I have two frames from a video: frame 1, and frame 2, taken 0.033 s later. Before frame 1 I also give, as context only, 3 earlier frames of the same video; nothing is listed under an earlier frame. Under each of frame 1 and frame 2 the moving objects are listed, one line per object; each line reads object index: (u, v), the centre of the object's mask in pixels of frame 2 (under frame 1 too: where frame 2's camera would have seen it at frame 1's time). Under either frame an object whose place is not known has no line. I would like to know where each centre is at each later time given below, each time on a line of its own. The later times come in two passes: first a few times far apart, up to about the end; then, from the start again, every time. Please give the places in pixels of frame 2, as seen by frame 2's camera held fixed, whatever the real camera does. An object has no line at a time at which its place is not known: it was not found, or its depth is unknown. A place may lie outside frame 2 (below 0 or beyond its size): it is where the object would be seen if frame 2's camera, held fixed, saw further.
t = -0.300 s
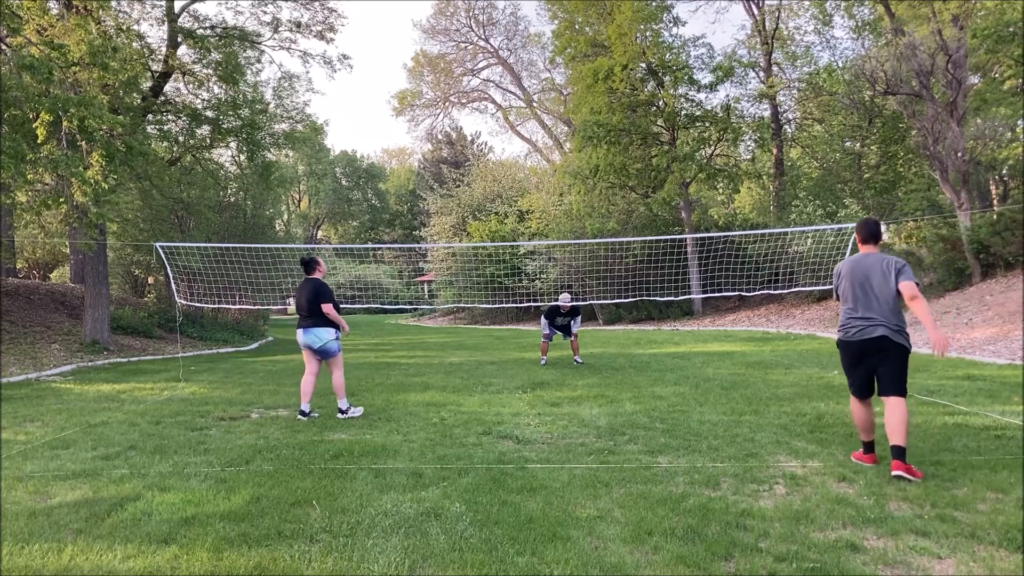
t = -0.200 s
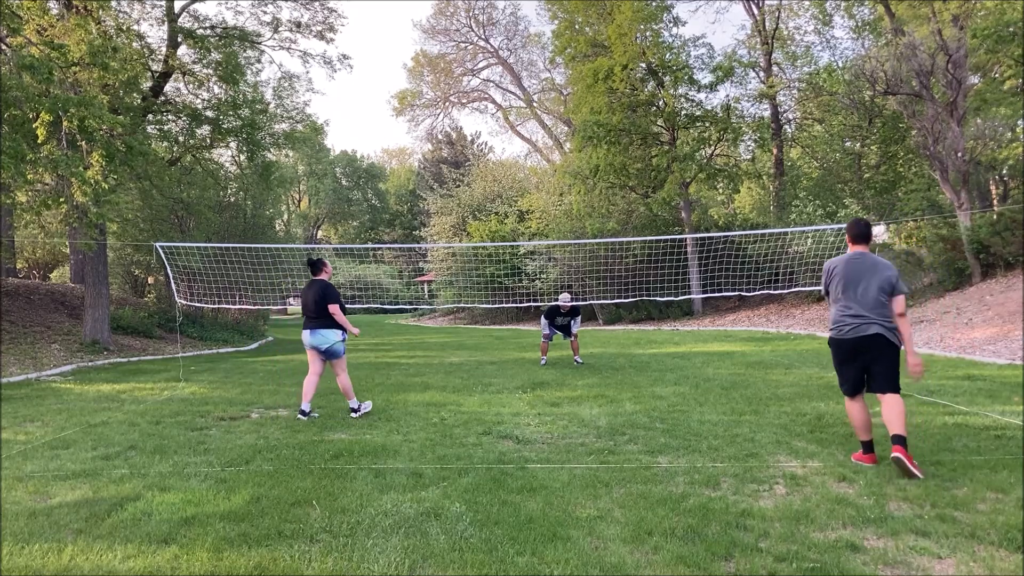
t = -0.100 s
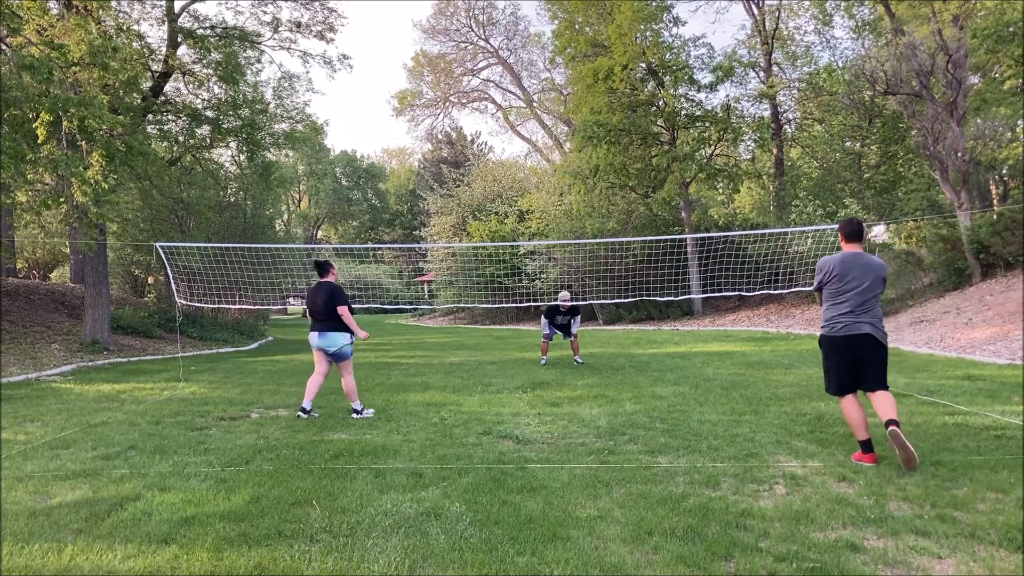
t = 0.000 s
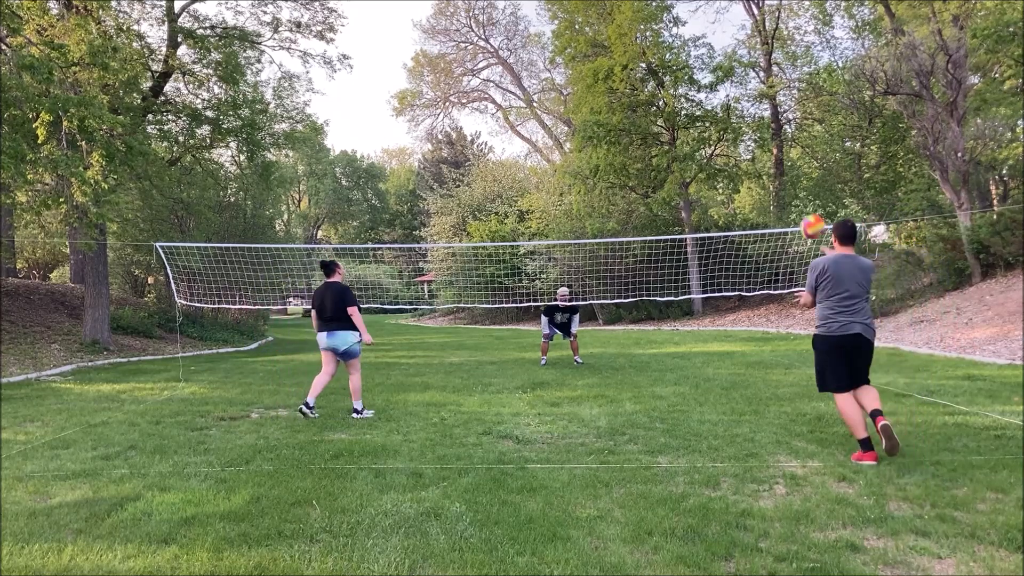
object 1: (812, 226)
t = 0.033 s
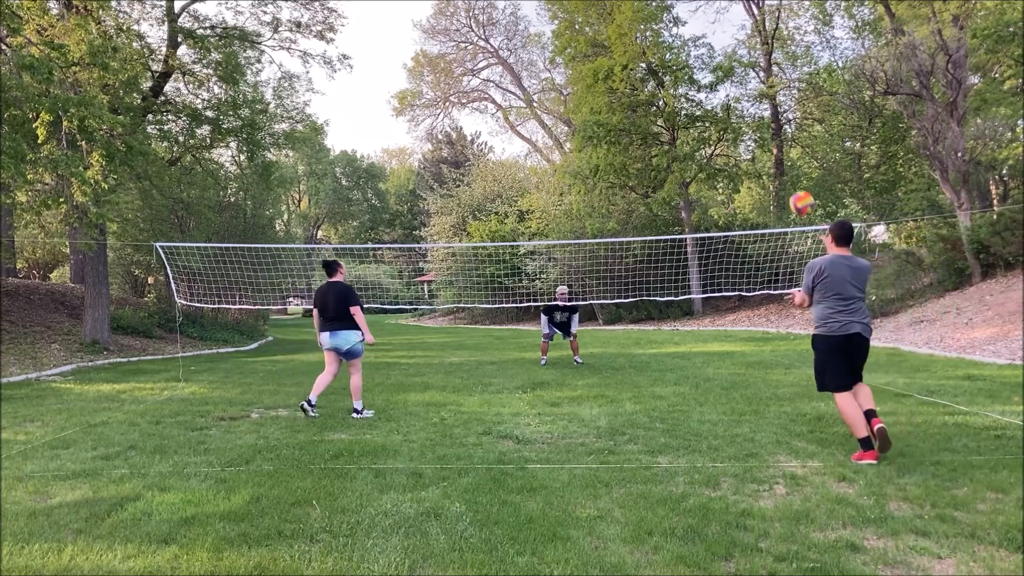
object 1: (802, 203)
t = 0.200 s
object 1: (756, 117)
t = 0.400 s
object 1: (716, 67)
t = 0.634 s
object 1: (683, 62)
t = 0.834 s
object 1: (662, 88)
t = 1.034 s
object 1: (644, 137)
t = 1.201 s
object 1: (634, 189)
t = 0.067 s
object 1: (791, 181)
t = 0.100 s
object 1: (781, 163)
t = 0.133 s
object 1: (773, 146)
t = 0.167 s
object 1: (764, 130)
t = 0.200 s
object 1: (756, 117)
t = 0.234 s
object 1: (749, 105)
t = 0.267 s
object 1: (742, 95)
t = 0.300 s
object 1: (734, 86)
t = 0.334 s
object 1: (728, 78)
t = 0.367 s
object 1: (723, 71)
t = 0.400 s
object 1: (716, 67)
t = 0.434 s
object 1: (710, 63)
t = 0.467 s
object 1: (705, 60)
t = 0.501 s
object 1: (701, 59)
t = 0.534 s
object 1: (696, 59)
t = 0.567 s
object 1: (692, 60)
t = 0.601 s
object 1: (687, 60)
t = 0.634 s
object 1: (683, 62)
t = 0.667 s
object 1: (679, 64)
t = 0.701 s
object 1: (675, 68)
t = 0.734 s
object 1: (672, 72)
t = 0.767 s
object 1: (668, 77)
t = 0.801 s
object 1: (665, 82)
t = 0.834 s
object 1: (662, 88)
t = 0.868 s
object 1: (658, 95)
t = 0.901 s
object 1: (655, 102)
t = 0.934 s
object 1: (652, 110)
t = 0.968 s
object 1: (649, 119)
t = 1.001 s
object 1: (647, 128)
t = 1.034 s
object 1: (644, 137)
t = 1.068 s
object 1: (642, 147)
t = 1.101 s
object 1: (640, 157)
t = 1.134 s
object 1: (638, 167)
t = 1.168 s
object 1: (636, 178)
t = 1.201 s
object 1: (634, 189)
